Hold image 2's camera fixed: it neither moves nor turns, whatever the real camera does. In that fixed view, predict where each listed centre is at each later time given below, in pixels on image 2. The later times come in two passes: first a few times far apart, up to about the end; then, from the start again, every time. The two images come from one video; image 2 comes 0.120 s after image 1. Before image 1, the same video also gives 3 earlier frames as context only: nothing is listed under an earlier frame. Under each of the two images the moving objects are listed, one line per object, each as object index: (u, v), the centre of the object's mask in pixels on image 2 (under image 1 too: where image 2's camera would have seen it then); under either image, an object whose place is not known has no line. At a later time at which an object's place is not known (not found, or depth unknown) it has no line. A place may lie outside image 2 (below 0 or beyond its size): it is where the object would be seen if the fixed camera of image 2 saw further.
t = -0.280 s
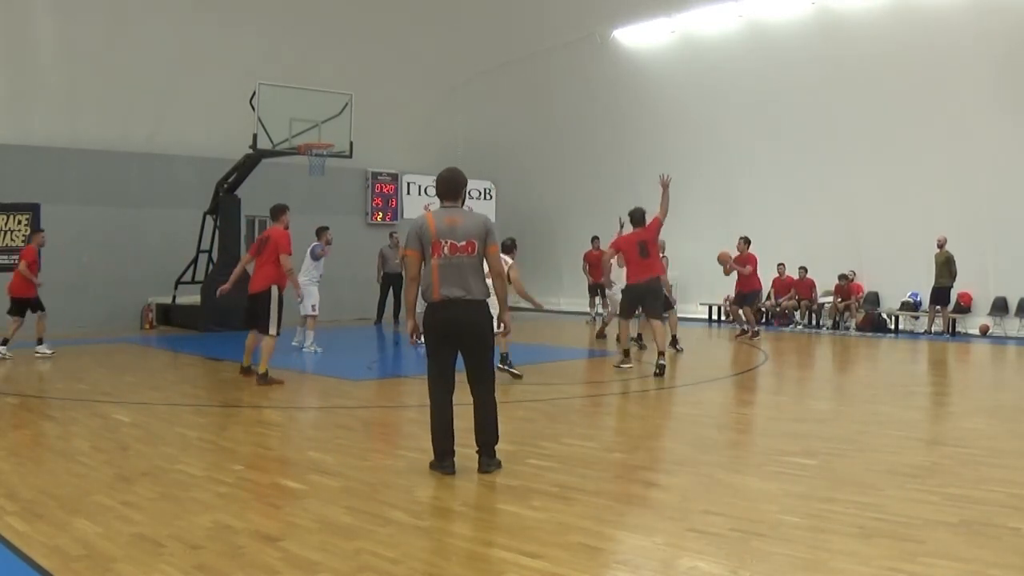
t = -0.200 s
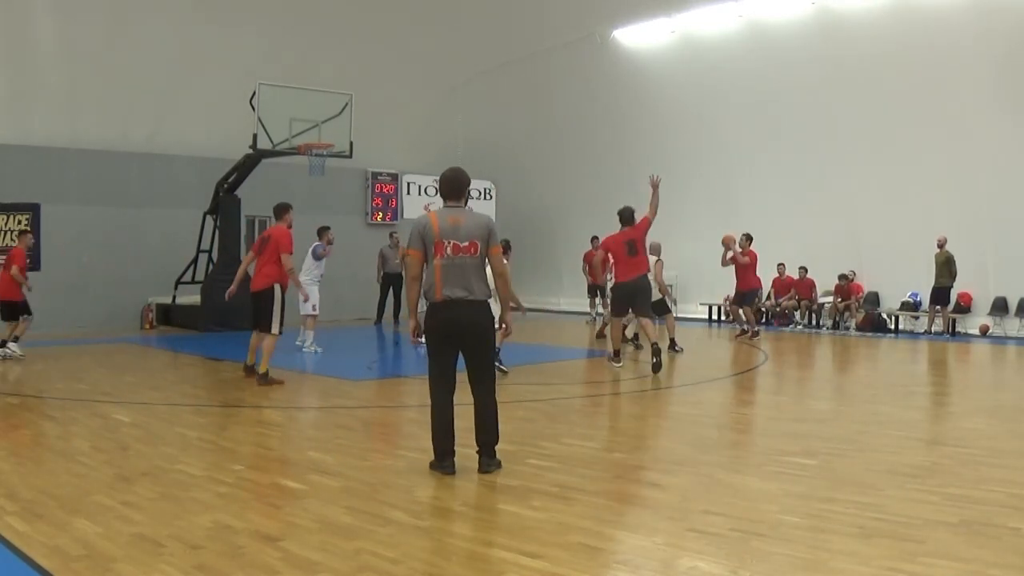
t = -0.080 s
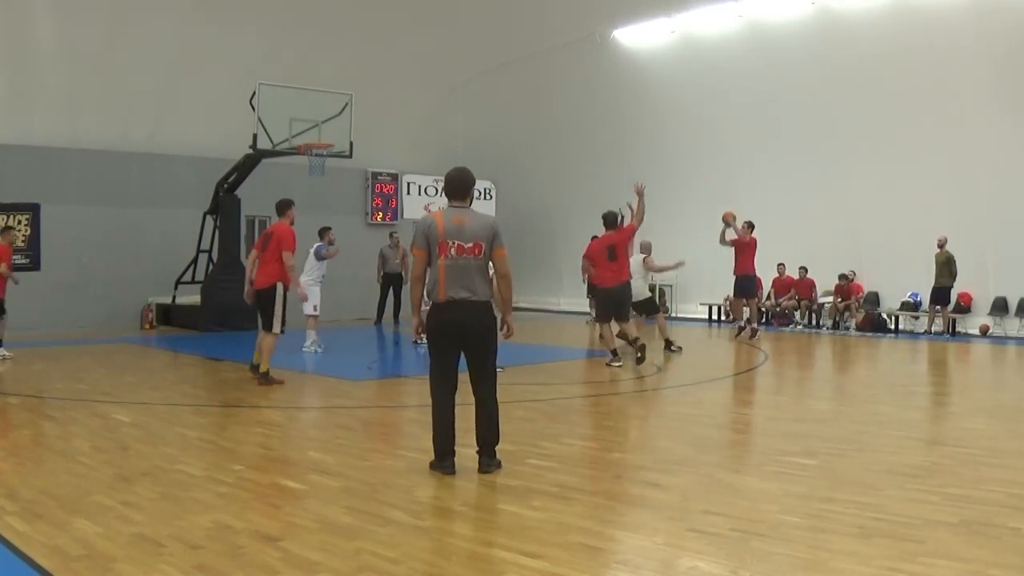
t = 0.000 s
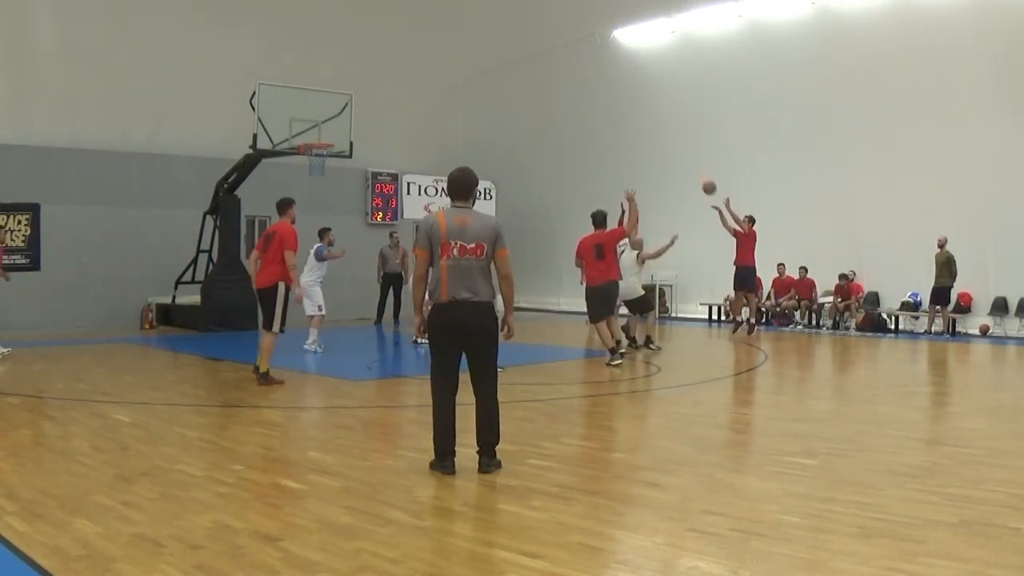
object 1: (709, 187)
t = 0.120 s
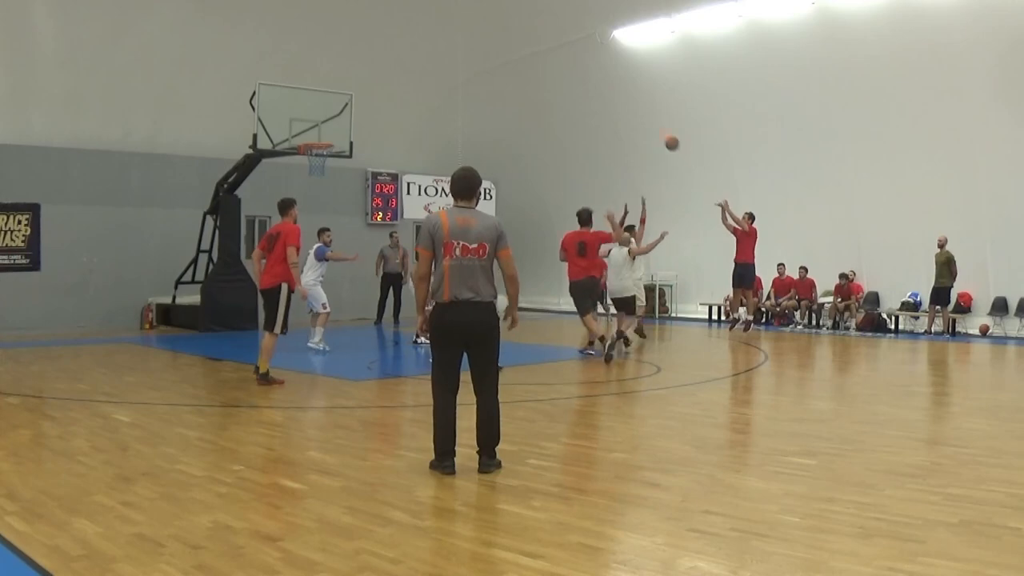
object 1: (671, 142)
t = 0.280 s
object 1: (621, 96)
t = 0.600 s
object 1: (516, 48)
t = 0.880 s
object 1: (425, 57)
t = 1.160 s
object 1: (332, 113)
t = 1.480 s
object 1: (321, 155)
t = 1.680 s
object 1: (325, 174)
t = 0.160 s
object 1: (659, 130)
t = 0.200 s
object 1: (646, 117)
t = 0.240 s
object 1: (633, 106)
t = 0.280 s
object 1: (621, 96)
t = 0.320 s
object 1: (608, 87)
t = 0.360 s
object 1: (595, 79)
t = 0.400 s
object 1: (582, 72)
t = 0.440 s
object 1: (569, 65)
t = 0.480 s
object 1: (556, 59)
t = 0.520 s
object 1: (543, 55)
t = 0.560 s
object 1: (530, 50)
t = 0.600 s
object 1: (516, 48)
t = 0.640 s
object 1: (504, 46)
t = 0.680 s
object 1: (490, 45)
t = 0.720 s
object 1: (477, 46)
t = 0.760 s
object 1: (464, 47)
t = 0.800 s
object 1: (451, 50)
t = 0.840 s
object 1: (438, 53)
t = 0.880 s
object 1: (425, 57)
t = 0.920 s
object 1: (412, 62)
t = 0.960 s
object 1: (398, 68)
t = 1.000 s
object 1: (385, 75)
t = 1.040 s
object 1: (371, 83)
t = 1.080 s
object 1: (359, 92)
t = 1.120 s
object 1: (346, 102)
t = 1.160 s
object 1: (332, 113)
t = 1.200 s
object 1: (319, 125)
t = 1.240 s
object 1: (318, 132)
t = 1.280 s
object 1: (314, 139)
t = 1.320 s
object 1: (313, 152)
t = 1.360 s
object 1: (313, 155)
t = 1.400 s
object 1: (317, 154)
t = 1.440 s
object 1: (319, 154)
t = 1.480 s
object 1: (321, 155)
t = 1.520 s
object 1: (322, 156)
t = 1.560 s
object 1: (324, 160)
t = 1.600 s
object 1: (324, 163)
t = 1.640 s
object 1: (325, 168)
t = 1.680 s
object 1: (325, 174)
